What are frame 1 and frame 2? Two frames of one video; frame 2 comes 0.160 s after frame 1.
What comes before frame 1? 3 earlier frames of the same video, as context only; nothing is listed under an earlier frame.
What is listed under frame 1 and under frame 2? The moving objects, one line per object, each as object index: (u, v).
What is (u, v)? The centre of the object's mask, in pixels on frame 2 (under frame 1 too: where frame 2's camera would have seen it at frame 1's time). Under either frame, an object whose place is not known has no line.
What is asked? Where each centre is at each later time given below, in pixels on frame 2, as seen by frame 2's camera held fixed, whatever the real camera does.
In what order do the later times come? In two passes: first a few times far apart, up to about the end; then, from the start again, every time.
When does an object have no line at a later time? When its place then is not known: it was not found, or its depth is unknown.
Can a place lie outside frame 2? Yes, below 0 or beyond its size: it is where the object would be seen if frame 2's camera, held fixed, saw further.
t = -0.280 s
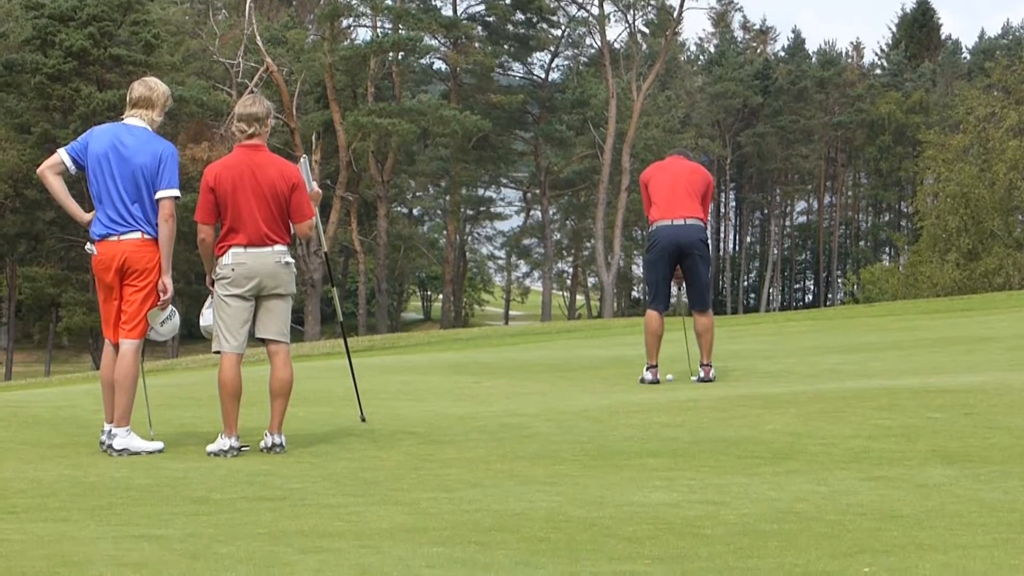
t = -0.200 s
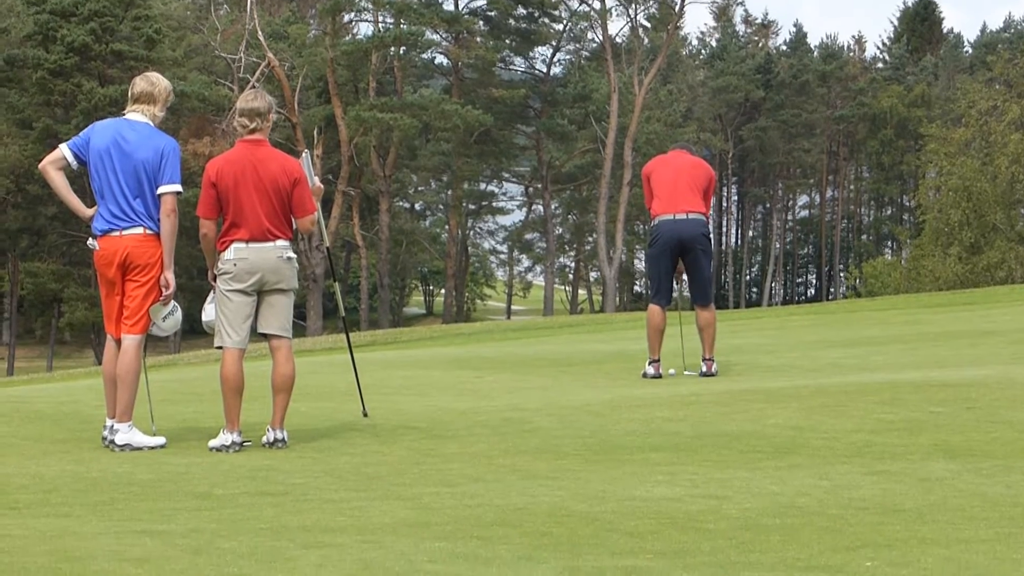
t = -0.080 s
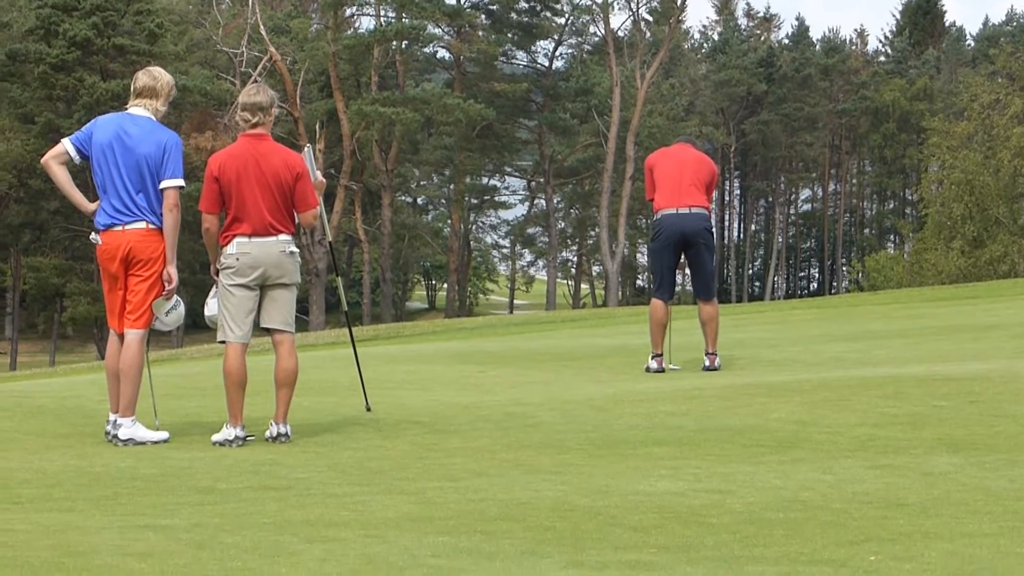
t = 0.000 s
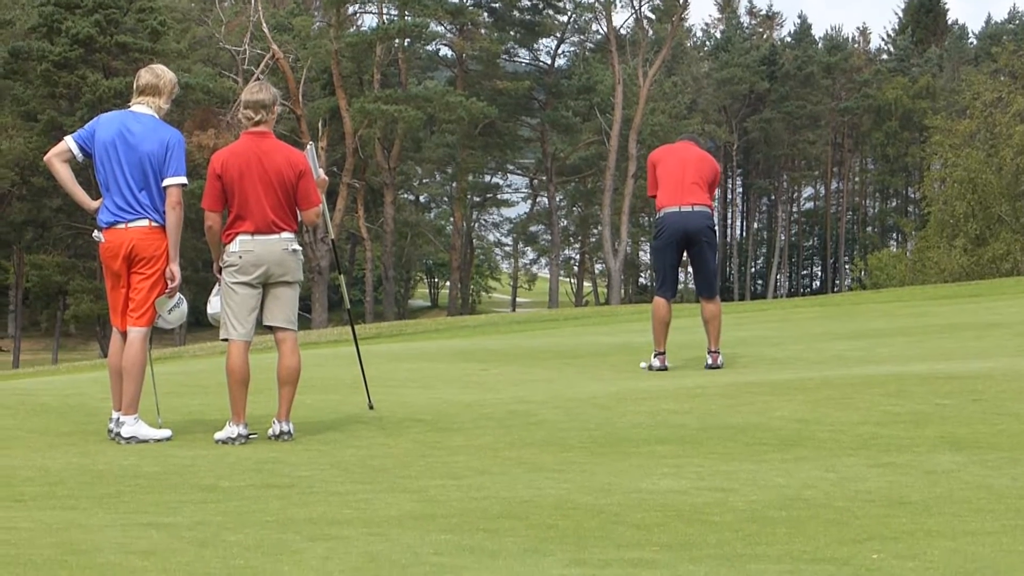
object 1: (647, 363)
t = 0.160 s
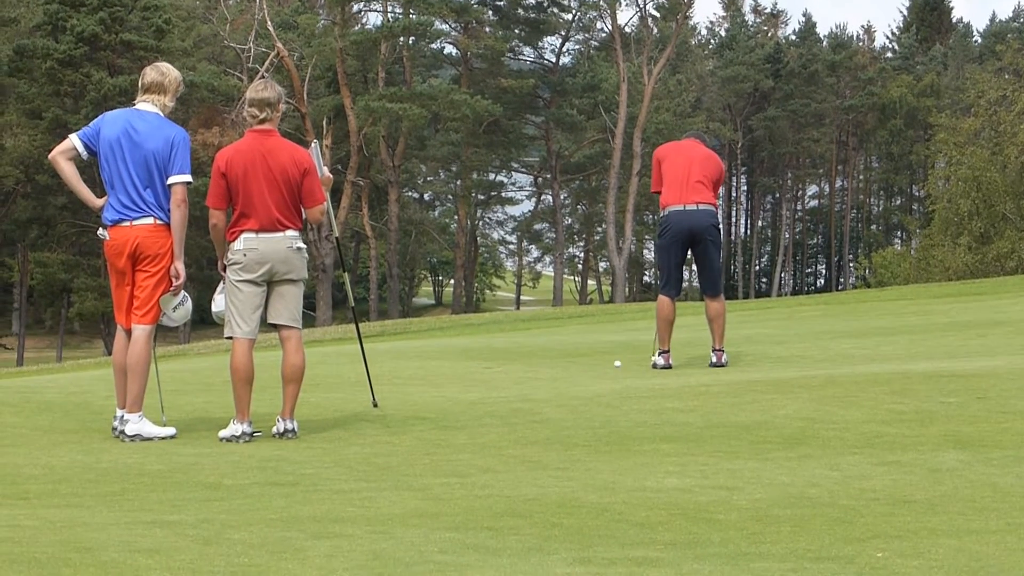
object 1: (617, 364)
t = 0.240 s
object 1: (603, 364)
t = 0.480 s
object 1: (564, 365)
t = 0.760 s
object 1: (525, 365)
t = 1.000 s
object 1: (499, 364)
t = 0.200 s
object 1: (609, 365)
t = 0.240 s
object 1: (603, 364)
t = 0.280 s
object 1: (596, 364)
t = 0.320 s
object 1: (589, 365)
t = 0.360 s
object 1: (582, 365)
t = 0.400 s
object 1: (576, 364)
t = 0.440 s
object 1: (569, 365)
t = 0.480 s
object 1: (564, 365)
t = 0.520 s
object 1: (557, 364)
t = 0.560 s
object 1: (552, 365)
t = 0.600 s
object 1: (546, 364)
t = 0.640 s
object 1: (541, 364)
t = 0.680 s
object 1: (535, 365)
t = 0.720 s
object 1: (530, 365)
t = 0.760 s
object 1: (525, 365)
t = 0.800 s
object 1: (520, 365)
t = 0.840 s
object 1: (515, 365)
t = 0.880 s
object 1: (511, 364)
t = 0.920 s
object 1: (507, 365)
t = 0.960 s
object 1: (503, 364)
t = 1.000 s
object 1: (499, 364)
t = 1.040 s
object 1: (495, 364)
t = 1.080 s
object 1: (491, 367)
